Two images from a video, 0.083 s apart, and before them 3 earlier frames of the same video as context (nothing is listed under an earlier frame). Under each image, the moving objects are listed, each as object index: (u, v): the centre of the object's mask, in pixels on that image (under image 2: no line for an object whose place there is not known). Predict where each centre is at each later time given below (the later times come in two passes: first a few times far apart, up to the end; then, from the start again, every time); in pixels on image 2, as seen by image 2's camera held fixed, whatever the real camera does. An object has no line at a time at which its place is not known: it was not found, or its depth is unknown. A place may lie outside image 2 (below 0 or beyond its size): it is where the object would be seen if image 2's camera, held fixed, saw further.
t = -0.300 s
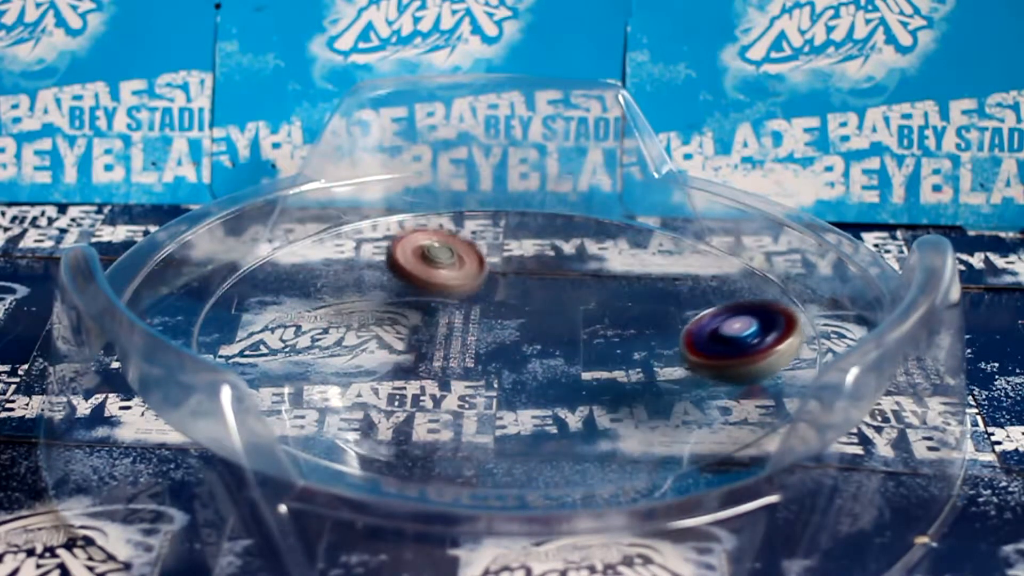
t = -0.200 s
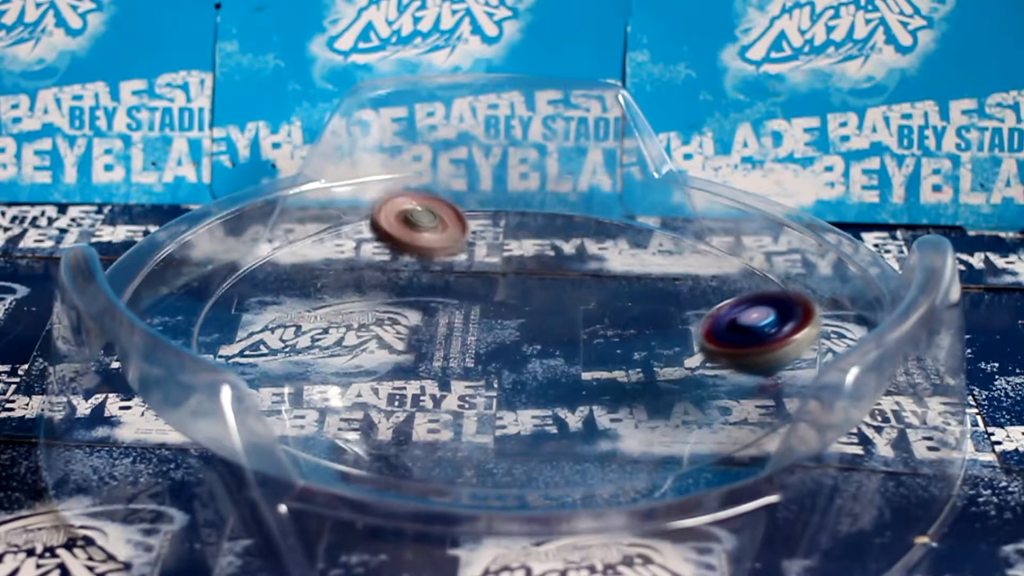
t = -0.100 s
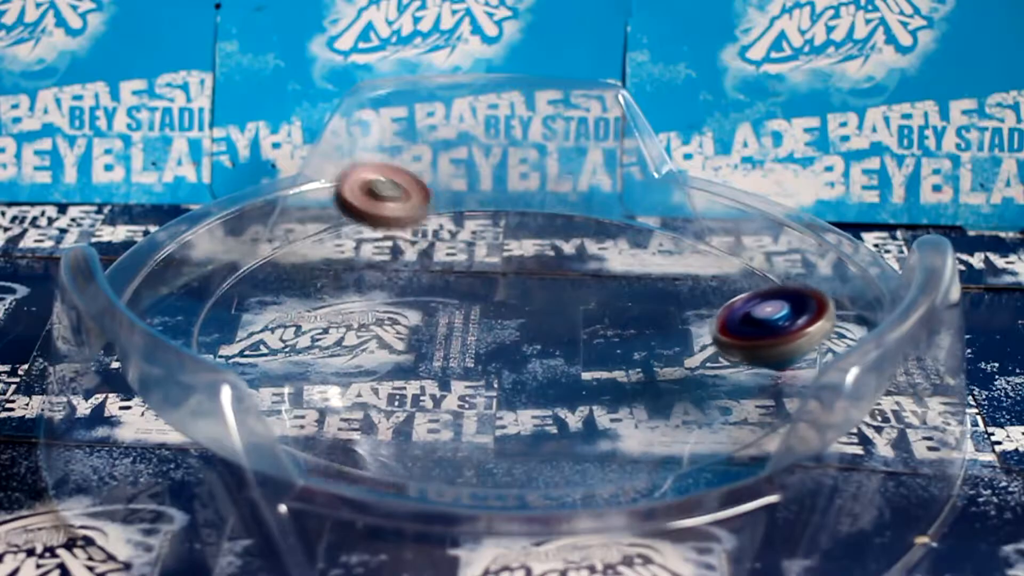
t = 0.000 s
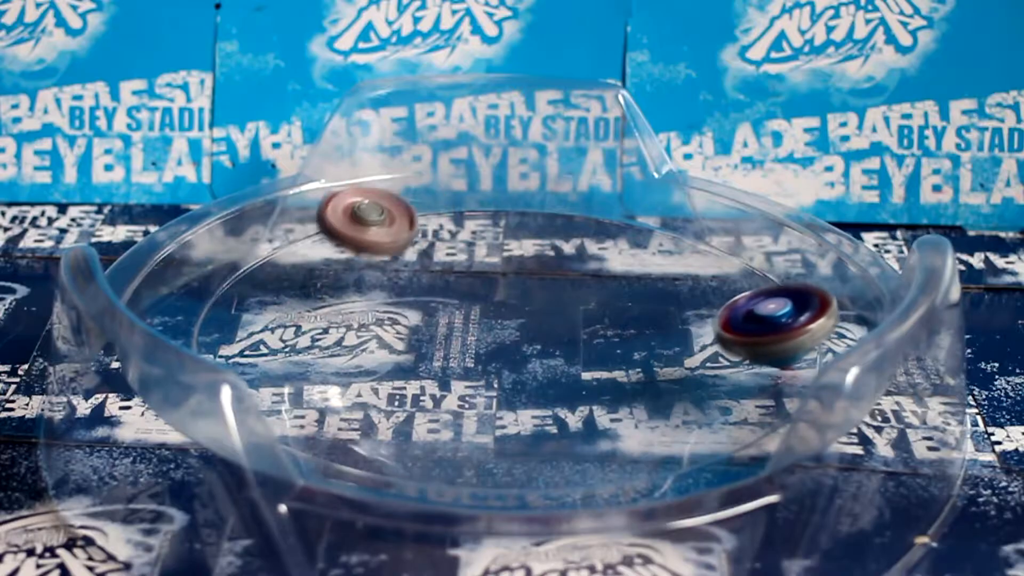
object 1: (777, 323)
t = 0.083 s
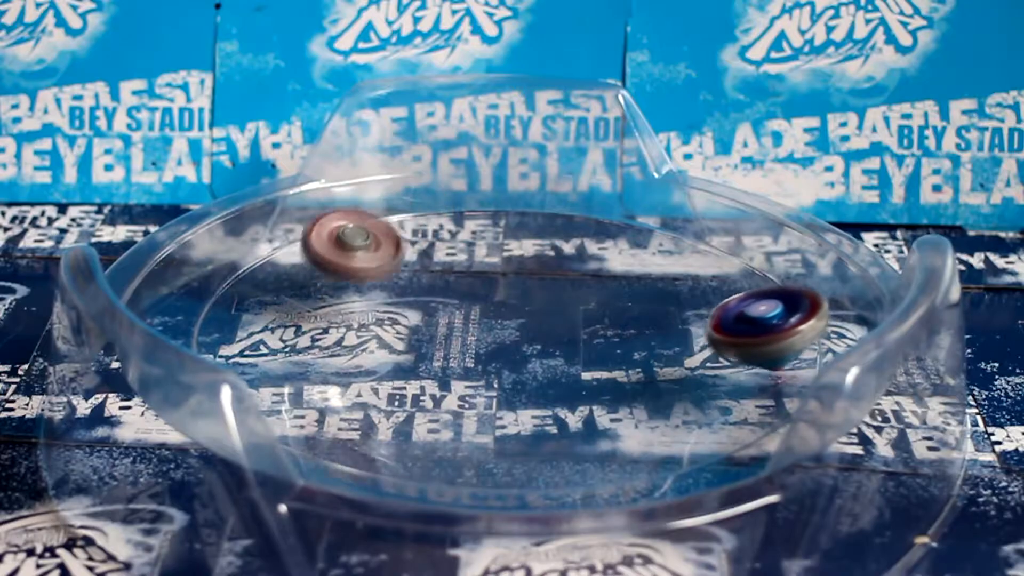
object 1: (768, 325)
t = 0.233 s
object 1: (710, 334)
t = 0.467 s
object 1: (683, 351)
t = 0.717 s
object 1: (622, 386)
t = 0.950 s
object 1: (638, 397)
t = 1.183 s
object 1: (616, 380)
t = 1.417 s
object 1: (447, 380)
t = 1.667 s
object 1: (403, 405)
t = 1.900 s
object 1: (518, 417)
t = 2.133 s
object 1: (504, 348)
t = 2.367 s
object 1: (329, 295)
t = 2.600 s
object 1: (247, 331)
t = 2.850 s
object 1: (347, 389)
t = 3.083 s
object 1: (555, 334)
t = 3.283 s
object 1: (498, 233)
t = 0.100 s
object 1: (765, 326)
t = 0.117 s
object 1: (761, 327)
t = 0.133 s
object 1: (756, 328)
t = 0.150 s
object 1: (751, 329)
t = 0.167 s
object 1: (744, 330)
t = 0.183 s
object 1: (737, 331)
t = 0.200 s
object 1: (728, 331)
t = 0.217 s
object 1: (720, 332)
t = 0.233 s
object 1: (710, 334)
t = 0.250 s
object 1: (700, 335)
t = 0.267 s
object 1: (688, 336)
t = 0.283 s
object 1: (677, 338)
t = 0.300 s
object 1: (666, 341)
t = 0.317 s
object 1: (669, 342)
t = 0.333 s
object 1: (679, 343)
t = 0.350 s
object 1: (687, 343)
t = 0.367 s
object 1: (692, 344)
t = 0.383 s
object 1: (694, 345)
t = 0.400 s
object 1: (695, 345)
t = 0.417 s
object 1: (693, 347)
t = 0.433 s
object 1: (691, 348)
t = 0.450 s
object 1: (688, 349)
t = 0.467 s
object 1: (683, 351)
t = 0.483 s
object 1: (679, 353)
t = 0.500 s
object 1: (673, 356)
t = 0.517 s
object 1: (668, 357)
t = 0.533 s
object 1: (663, 359)
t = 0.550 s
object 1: (658, 362)
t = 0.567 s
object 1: (653, 364)
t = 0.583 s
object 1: (649, 366)
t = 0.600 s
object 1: (644, 369)
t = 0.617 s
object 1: (639, 371)
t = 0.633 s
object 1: (635, 374)
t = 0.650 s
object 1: (632, 377)
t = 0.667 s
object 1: (628, 380)
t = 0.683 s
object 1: (627, 381)
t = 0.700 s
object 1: (624, 384)
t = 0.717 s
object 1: (622, 386)
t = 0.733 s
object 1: (621, 388)
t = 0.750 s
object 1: (619, 389)
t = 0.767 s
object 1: (619, 391)
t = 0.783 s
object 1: (619, 393)
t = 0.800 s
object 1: (618, 394)
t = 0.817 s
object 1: (619, 395)
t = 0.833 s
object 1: (620, 396)
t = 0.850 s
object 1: (621, 397)
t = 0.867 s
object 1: (624, 398)
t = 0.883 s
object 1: (625, 398)
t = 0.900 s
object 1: (628, 398)
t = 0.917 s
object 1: (631, 398)
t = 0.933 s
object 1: (634, 398)
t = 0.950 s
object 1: (638, 397)
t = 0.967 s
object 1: (642, 397)
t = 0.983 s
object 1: (645, 396)
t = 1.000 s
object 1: (648, 395)
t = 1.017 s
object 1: (650, 394)
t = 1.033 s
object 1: (652, 392)
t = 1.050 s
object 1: (653, 391)
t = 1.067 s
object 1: (652, 390)
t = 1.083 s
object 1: (651, 388)
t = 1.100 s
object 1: (649, 386)
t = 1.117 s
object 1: (645, 385)
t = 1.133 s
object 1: (640, 384)
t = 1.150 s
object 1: (634, 383)
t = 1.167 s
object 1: (626, 381)
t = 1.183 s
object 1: (616, 380)
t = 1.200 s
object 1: (606, 379)
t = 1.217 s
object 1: (595, 379)
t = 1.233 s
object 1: (586, 379)
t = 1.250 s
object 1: (573, 378)
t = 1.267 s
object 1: (559, 378)
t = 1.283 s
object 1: (552, 376)
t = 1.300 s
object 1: (539, 369)
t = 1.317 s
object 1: (519, 369)
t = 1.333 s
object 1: (505, 377)
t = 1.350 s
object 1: (495, 378)
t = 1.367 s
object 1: (483, 378)
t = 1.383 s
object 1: (471, 378)
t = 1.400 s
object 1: (459, 379)
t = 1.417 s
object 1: (447, 380)
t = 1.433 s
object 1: (437, 381)
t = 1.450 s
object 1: (428, 382)
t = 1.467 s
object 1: (420, 384)
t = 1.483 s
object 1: (412, 384)
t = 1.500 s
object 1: (405, 386)
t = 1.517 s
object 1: (400, 387)
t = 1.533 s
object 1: (397, 389)
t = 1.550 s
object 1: (395, 390)
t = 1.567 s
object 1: (393, 392)
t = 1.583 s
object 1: (393, 394)
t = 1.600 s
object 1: (393, 396)
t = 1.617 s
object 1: (394, 398)
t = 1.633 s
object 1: (396, 400)
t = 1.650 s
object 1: (399, 402)
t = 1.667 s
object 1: (403, 405)
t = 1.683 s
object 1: (407, 407)
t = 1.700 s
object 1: (411, 409)
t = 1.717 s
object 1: (418, 411)
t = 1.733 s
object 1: (426, 412)
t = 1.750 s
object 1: (434, 414)
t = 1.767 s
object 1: (443, 417)
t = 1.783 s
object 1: (451, 418)
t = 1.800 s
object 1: (461, 419)
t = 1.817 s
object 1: (470, 420)
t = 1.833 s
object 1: (480, 420)
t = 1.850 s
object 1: (489, 421)
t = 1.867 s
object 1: (499, 420)
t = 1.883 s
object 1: (508, 419)
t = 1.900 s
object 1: (518, 417)
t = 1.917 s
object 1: (527, 414)
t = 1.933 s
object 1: (536, 411)
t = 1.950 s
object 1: (544, 409)
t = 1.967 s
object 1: (548, 404)
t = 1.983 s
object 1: (552, 399)
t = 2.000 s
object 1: (553, 394)
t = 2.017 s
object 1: (551, 389)
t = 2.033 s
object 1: (549, 384)
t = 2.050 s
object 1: (546, 379)
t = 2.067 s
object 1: (541, 373)
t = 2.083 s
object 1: (534, 367)
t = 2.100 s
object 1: (523, 360)
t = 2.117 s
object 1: (515, 354)
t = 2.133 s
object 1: (504, 348)
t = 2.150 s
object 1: (493, 342)
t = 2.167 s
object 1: (480, 337)
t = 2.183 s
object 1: (468, 330)
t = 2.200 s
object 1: (454, 325)
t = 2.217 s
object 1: (441, 320)
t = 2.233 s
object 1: (427, 315)
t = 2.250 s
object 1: (414, 311)
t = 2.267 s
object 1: (399, 307)
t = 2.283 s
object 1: (388, 303)
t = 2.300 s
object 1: (374, 300)
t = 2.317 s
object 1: (363, 297)
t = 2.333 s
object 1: (351, 297)
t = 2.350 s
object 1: (340, 296)
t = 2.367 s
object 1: (329, 295)
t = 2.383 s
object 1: (320, 295)
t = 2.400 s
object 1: (311, 296)
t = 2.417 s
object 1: (302, 298)
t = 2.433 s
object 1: (295, 299)
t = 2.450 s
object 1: (287, 301)
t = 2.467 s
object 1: (280, 304)
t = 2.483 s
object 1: (273, 307)
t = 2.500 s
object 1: (268, 310)
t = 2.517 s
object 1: (263, 313)
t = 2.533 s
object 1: (258, 317)
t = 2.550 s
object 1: (254, 321)
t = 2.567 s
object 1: (251, 325)
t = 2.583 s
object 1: (249, 328)
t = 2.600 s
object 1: (247, 331)
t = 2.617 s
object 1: (245, 334)
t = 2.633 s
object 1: (246, 338)
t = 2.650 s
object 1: (247, 340)
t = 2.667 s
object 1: (251, 345)
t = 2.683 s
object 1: (254, 349)
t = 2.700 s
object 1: (258, 353)
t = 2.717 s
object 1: (263, 357)
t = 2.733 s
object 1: (270, 363)
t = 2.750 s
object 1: (276, 364)
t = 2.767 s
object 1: (286, 373)
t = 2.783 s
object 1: (294, 377)
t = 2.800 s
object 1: (303, 381)
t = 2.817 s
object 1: (317, 384)
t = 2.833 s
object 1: (330, 386)
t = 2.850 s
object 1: (347, 389)
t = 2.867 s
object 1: (365, 392)
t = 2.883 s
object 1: (385, 393)
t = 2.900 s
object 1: (403, 395)
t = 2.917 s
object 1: (423, 394)
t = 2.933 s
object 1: (442, 392)
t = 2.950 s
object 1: (460, 390)
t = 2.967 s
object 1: (478, 386)
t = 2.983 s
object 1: (494, 381)
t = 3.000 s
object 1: (509, 375)
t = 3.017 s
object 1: (522, 369)
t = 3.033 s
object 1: (532, 361)
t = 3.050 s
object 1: (541, 352)
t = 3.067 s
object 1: (548, 343)
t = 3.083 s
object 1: (555, 334)
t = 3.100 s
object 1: (559, 324)
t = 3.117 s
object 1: (560, 314)
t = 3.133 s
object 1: (560, 305)
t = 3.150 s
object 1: (559, 296)
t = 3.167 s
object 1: (556, 287)
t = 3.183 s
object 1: (551, 279)
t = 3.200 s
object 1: (545, 269)
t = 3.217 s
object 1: (536, 262)
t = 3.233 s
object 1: (529, 253)
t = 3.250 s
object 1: (519, 245)
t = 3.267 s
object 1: (509, 238)
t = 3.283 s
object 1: (498, 233)
